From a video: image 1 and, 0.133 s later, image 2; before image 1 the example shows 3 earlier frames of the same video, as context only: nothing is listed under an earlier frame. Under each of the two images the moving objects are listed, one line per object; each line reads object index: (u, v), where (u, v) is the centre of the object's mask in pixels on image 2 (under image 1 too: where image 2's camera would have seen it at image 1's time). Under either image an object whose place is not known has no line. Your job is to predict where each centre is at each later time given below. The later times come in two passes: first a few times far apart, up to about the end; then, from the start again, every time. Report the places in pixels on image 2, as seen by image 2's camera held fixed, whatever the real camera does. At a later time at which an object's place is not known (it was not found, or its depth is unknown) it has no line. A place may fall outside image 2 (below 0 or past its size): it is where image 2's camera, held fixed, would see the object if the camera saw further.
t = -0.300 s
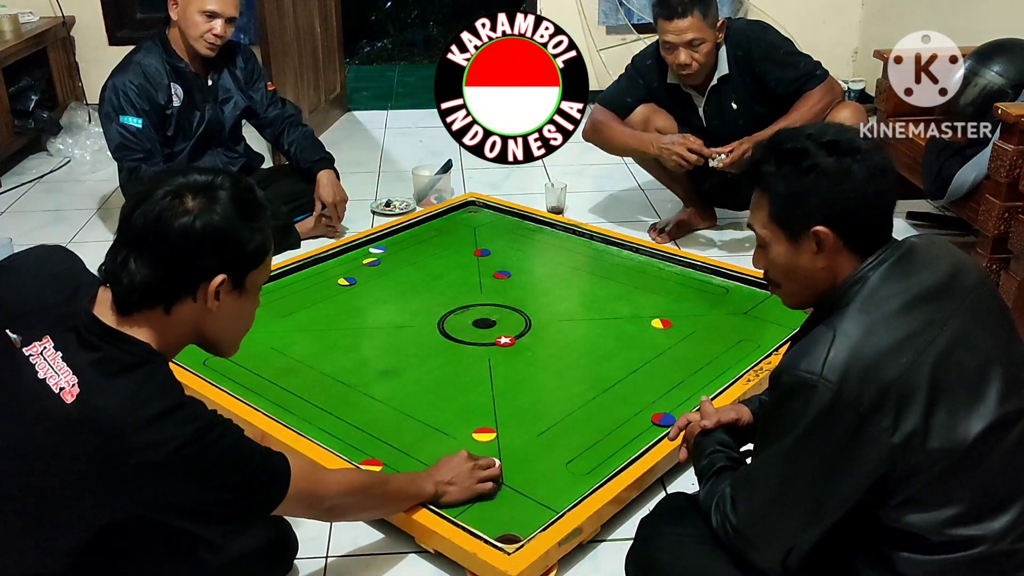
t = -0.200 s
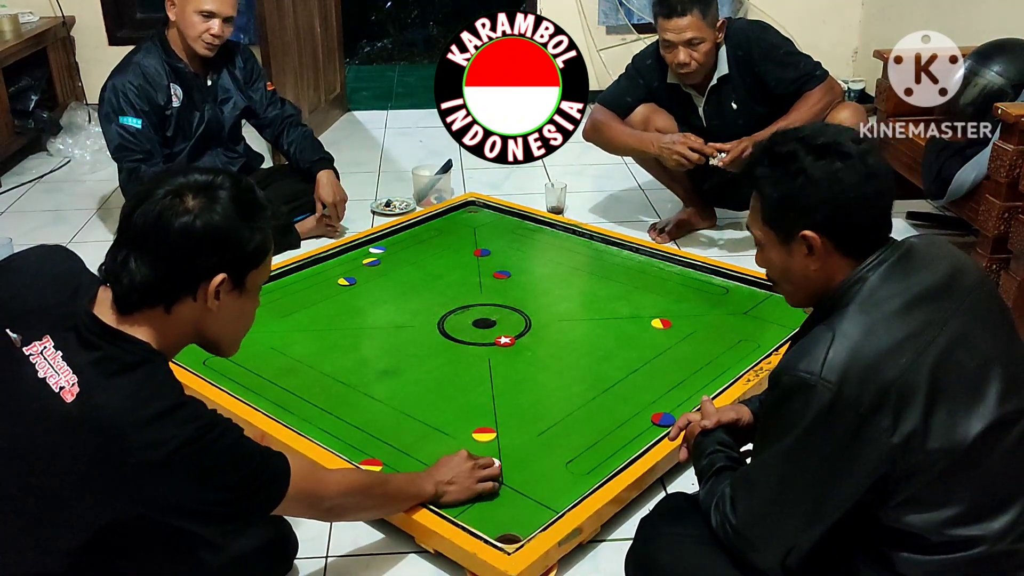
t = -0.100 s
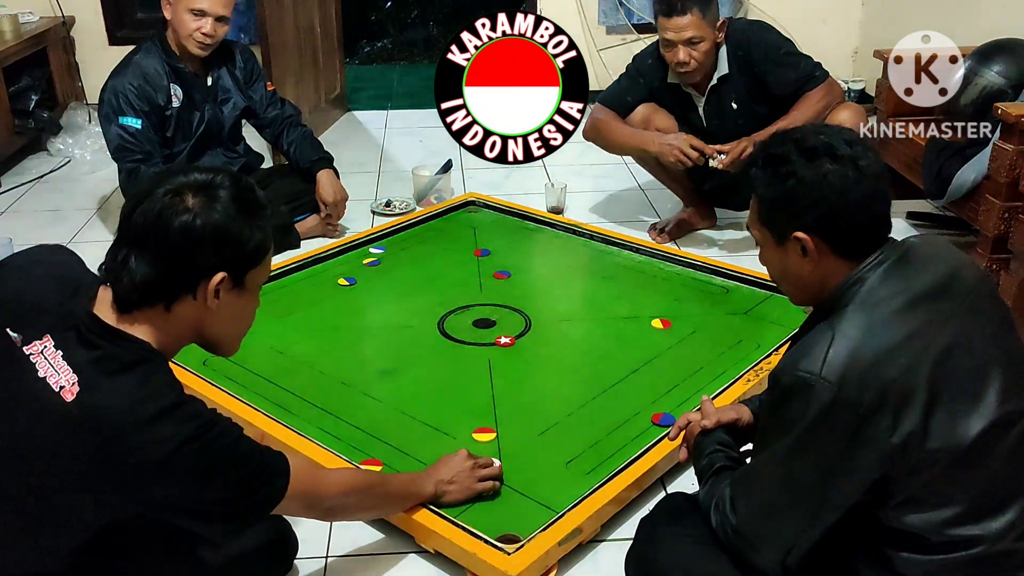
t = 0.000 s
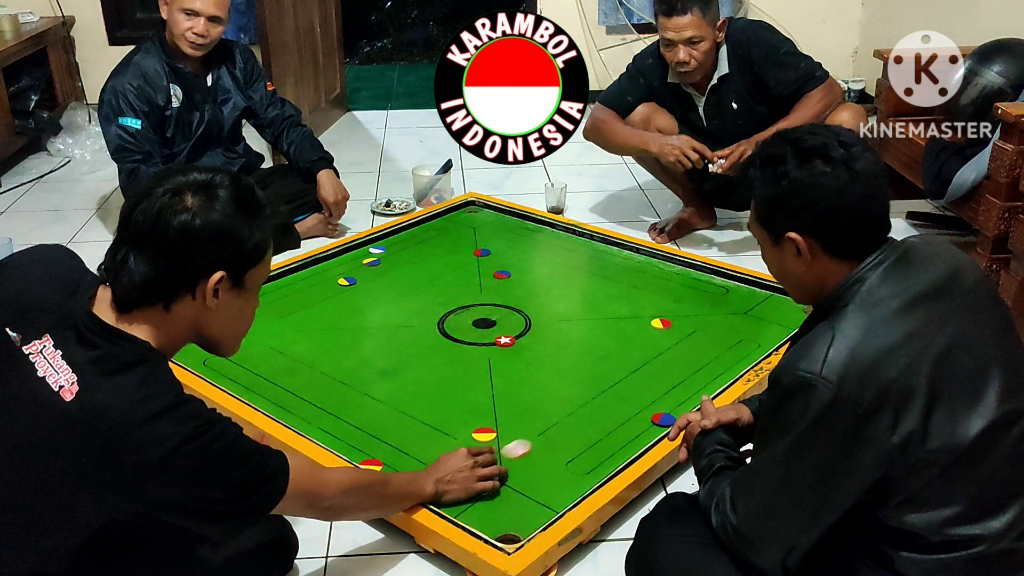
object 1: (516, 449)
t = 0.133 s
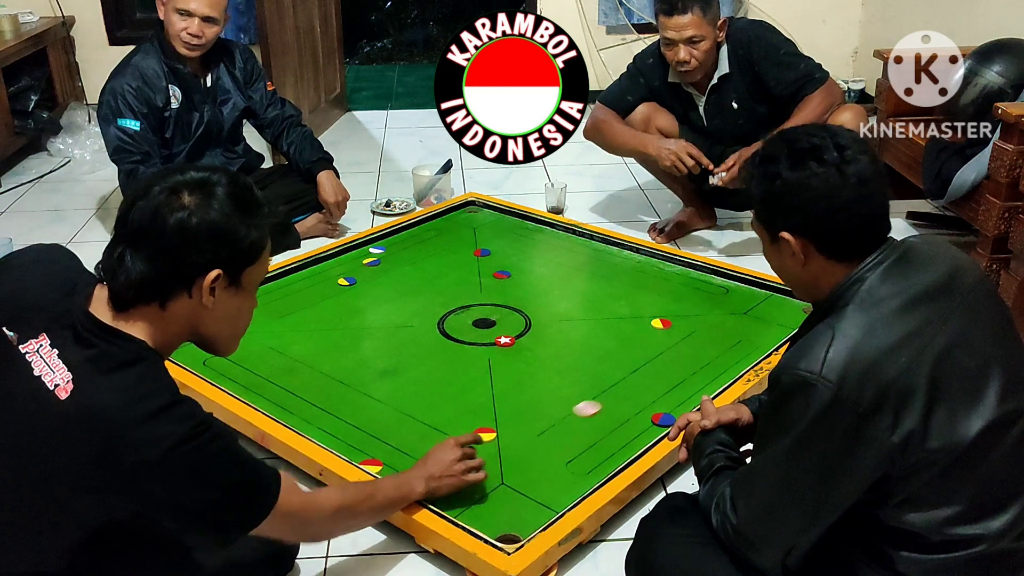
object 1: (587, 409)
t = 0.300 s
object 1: (663, 366)
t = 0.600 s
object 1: (771, 306)
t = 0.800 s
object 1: (769, 320)
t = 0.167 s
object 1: (603, 399)
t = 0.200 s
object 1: (619, 390)
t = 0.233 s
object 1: (634, 382)
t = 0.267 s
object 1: (649, 373)
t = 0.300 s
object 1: (663, 366)
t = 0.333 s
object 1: (676, 358)
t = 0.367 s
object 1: (690, 351)
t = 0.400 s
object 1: (702, 344)
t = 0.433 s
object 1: (715, 337)
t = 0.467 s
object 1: (727, 330)
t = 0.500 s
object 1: (739, 324)
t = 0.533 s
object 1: (750, 318)
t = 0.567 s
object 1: (760, 312)
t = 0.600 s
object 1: (771, 306)
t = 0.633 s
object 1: (781, 300)
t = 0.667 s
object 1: (781, 302)
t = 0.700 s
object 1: (779, 306)
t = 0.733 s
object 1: (775, 311)
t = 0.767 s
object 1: (772, 315)
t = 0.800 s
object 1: (769, 320)
